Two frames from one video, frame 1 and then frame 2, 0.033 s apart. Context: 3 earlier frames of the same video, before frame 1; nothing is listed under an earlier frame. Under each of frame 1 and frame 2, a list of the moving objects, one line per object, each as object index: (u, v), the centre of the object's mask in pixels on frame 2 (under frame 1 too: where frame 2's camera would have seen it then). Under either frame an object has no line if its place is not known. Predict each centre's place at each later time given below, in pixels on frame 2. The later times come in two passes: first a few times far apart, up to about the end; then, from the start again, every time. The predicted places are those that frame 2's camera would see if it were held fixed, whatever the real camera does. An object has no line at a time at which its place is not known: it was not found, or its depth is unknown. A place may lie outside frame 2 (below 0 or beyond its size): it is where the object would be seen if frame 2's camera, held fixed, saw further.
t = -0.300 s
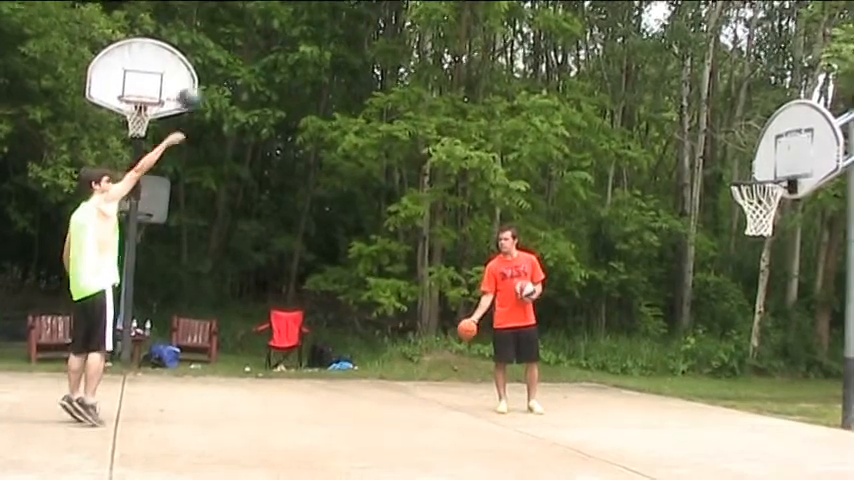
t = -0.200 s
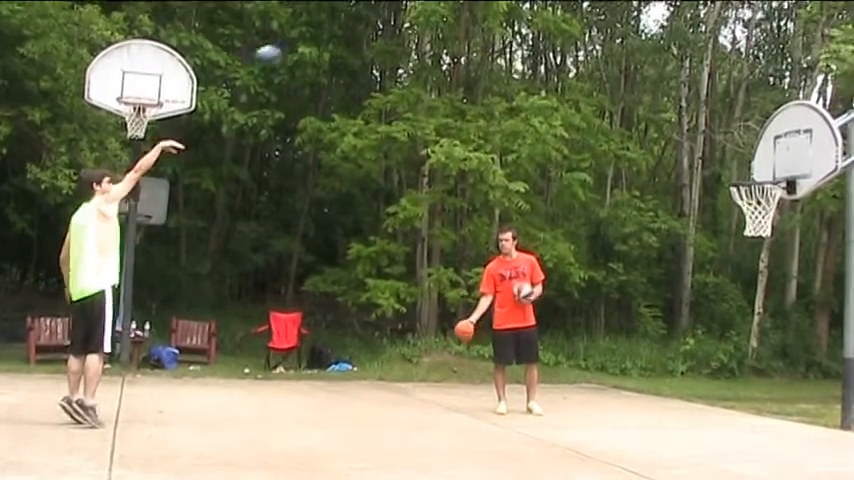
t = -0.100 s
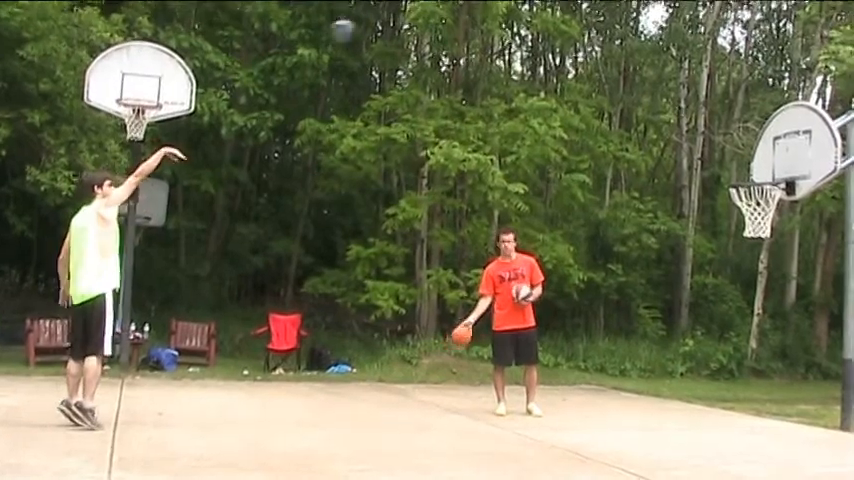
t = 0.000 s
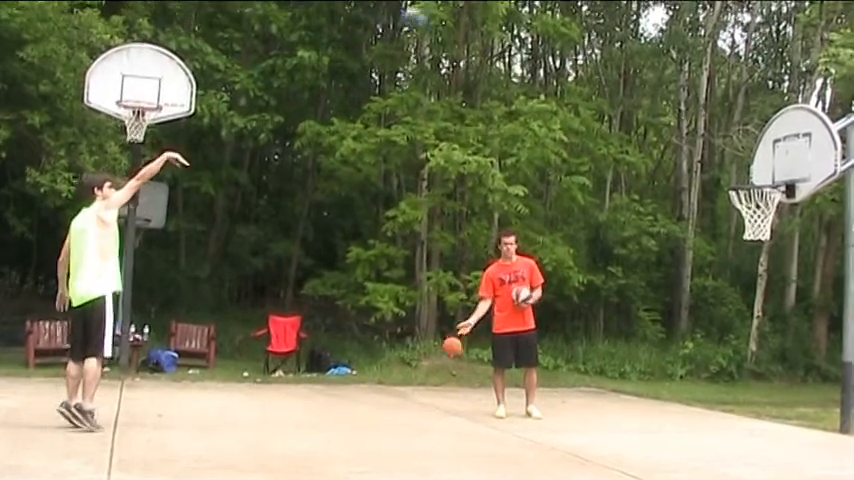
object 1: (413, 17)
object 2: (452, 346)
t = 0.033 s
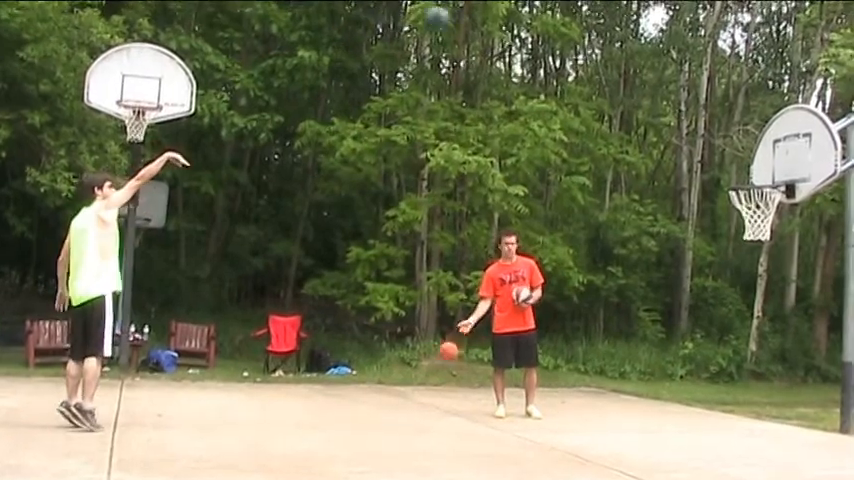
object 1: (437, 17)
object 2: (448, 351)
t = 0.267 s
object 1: (582, 39)
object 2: (422, 401)
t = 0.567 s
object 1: (741, 149)
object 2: (391, 356)
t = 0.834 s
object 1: (750, 266)
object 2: (358, 400)
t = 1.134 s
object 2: (323, 371)
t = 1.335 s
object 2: (297, 395)
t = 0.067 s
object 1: (460, 15)
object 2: (446, 356)
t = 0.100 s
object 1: (481, 16)
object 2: (441, 363)
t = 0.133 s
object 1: (503, 18)
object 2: (438, 372)
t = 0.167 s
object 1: (523, 22)
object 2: (434, 381)
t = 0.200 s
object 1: (542, 25)
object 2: (429, 393)
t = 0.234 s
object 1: (563, 31)
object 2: (426, 406)
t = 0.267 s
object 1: (582, 39)
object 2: (422, 401)
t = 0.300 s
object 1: (602, 48)
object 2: (419, 392)
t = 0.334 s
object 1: (622, 56)
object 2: (416, 383)
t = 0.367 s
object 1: (639, 69)
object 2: (413, 376)
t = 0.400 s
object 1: (656, 78)
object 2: (410, 369)
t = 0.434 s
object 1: (674, 94)
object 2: (406, 365)
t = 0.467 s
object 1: (694, 104)
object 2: (403, 362)
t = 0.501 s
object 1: (709, 118)
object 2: (399, 358)
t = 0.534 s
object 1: (726, 133)
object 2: (396, 357)
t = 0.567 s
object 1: (741, 149)
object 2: (391, 356)
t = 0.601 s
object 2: (387, 357)
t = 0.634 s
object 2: (383, 361)
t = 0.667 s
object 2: (379, 364)
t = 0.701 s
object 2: (375, 367)
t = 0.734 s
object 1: (763, 229)
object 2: (371, 374)
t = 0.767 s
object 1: (760, 240)
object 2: (366, 382)
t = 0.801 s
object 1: (755, 252)
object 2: (362, 391)
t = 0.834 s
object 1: (750, 266)
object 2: (358, 400)
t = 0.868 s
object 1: (746, 282)
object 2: (354, 409)
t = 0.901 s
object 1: (742, 297)
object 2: (350, 400)
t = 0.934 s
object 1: (738, 313)
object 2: (346, 391)
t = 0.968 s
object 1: (733, 330)
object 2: (343, 385)
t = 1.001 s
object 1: (729, 347)
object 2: (339, 381)
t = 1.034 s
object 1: (725, 369)
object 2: (335, 375)
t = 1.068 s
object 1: (720, 389)
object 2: (331, 372)
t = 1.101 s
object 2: (327, 369)
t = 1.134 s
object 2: (323, 371)
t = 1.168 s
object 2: (319, 371)
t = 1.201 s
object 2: (315, 372)
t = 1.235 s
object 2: (310, 376)
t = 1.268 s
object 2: (306, 381)
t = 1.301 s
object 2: (301, 388)
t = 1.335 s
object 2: (297, 395)
